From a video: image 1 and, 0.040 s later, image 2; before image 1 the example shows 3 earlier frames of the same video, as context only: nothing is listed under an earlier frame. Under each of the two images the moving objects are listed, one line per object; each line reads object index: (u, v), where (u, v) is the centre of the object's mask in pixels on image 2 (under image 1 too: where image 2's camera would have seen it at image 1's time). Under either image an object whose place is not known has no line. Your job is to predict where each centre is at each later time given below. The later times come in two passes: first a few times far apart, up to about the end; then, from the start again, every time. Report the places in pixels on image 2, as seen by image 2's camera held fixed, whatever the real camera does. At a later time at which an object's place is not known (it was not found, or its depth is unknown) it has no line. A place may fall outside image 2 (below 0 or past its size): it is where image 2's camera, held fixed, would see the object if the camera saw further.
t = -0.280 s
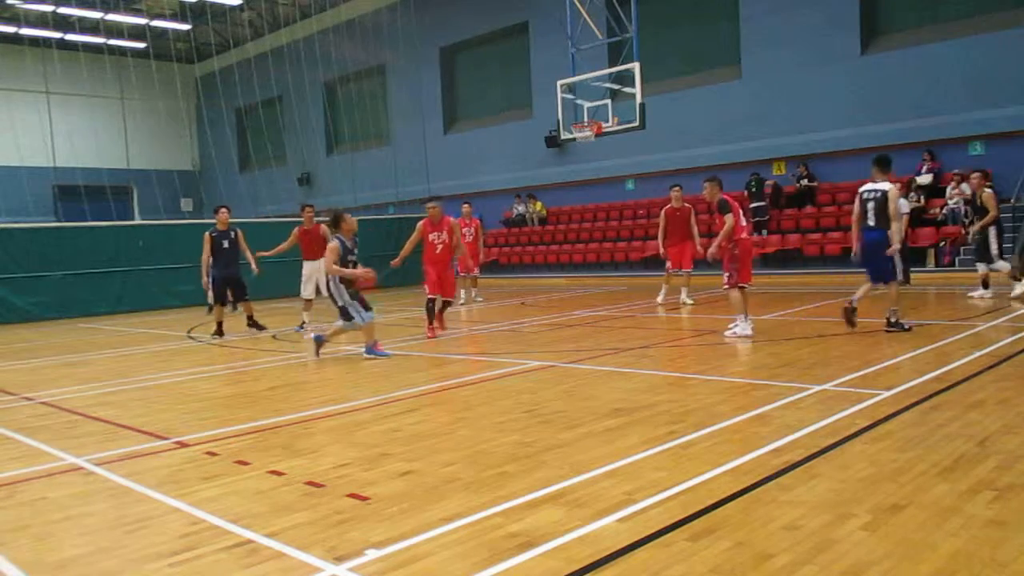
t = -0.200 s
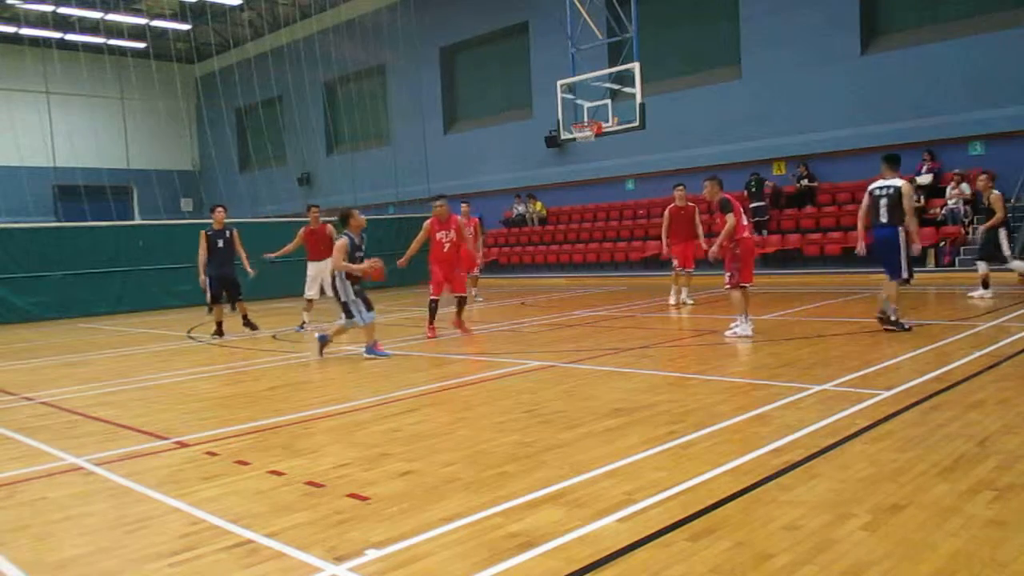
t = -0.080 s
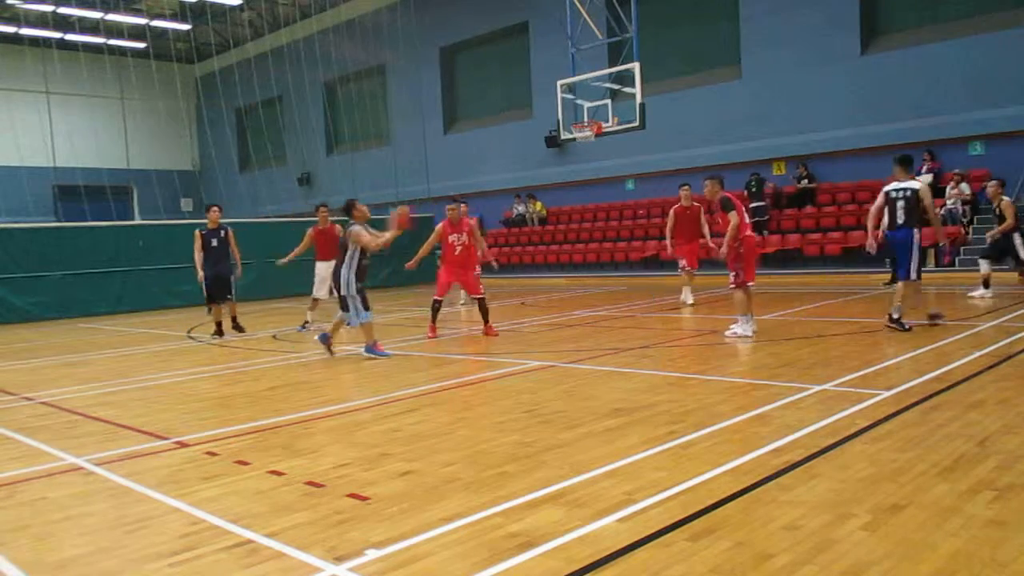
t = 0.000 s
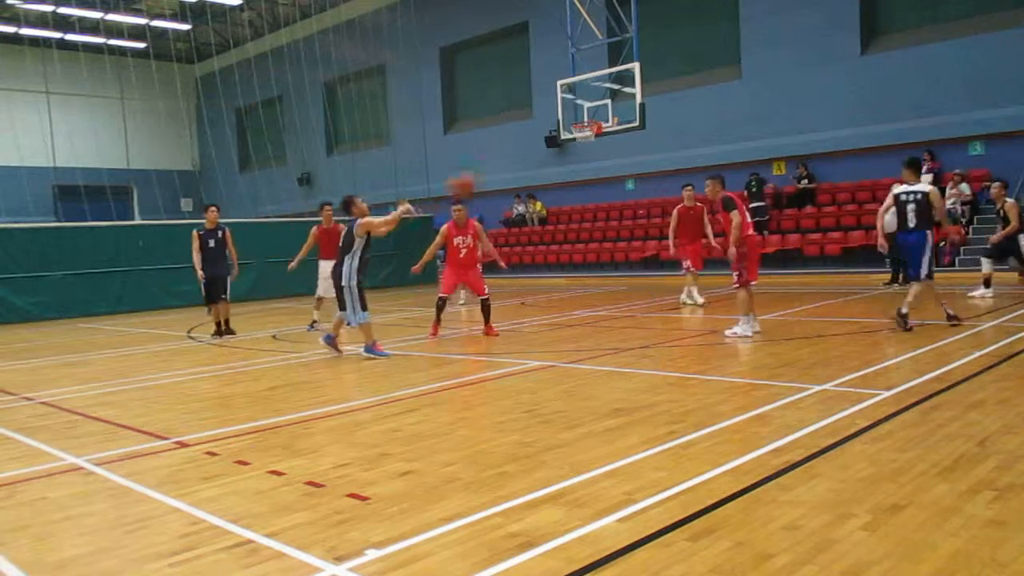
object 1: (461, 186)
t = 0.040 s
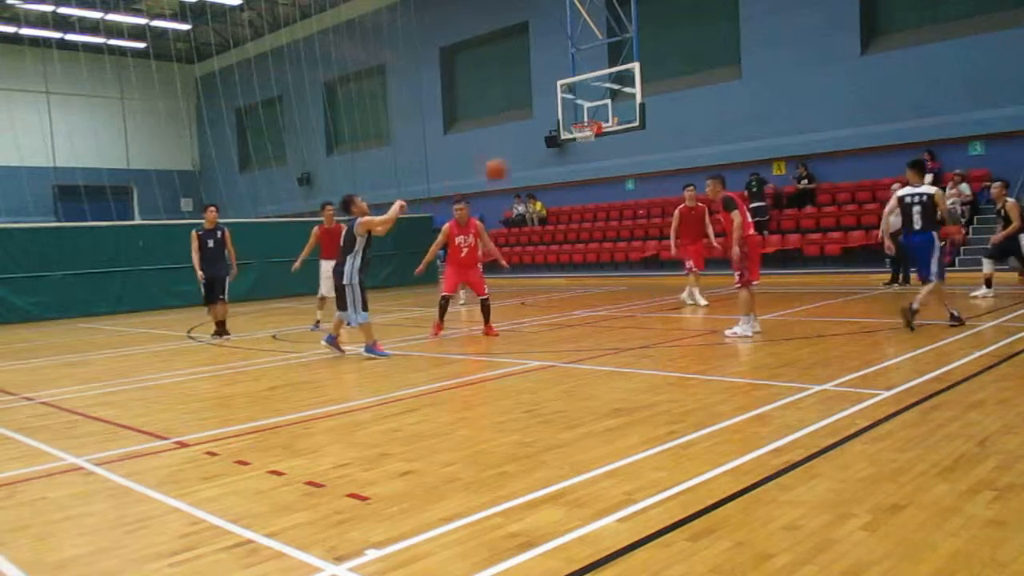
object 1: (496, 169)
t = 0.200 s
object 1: (617, 130)
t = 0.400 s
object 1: (753, 114)
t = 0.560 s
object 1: (854, 124)
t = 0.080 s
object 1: (526, 157)
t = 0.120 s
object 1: (555, 147)
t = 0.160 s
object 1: (586, 138)
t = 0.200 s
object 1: (617, 130)
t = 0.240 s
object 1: (644, 123)
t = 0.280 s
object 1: (671, 119)
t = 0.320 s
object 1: (699, 116)
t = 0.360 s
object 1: (727, 114)
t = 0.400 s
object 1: (753, 114)
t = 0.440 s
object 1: (779, 115)
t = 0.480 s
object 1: (804, 117)
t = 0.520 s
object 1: (830, 119)
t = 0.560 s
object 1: (854, 124)
